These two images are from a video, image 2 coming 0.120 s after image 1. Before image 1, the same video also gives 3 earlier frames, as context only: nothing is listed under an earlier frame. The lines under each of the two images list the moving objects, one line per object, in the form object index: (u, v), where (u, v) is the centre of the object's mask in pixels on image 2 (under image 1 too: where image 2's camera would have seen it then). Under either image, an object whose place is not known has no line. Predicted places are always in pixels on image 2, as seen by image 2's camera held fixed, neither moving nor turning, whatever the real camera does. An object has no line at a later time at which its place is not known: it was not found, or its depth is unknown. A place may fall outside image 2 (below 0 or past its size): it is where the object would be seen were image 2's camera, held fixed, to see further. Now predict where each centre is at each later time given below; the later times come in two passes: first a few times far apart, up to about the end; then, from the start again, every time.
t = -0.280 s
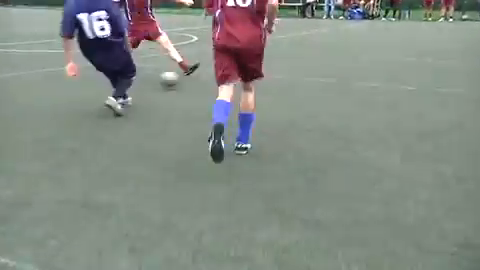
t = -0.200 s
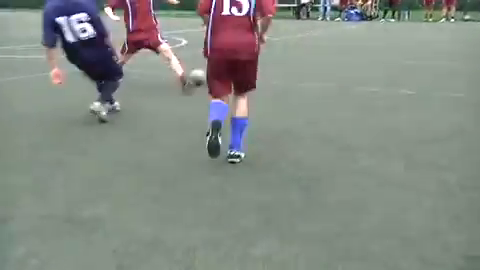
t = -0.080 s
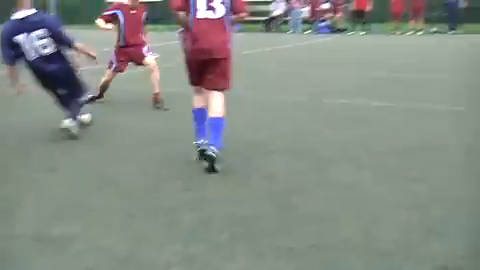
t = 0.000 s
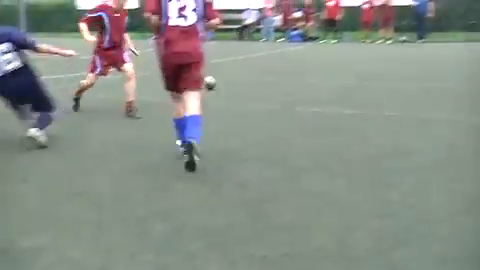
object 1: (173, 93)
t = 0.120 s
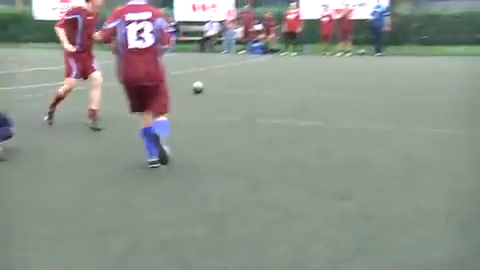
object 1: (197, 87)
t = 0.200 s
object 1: (211, 83)
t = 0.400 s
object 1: (238, 78)
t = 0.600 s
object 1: (259, 73)
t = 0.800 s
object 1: (277, 70)
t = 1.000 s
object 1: (292, 66)
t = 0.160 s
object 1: (205, 86)
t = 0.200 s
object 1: (211, 83)
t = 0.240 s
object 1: (218, 81)
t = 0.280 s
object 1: (223, 80)
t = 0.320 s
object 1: (228, 80)
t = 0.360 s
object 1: (233, 80)
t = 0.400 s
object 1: (238, 78)
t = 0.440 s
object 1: (242, 76)
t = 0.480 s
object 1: (247, 76)
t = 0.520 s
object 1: (251, 76)
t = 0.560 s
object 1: (255, 74)
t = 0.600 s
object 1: (259, 73)
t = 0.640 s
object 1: (263, 72)
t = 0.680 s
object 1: (267, 72)
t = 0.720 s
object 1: (270, 71)
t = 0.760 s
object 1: (274, 71)
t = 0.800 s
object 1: (277, 70)
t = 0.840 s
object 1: (281, 69)
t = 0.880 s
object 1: (283, 68)
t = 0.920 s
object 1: (286, 67)
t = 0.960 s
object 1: (289, 67)
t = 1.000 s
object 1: (292, 66)
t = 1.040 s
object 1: (295, 66)
